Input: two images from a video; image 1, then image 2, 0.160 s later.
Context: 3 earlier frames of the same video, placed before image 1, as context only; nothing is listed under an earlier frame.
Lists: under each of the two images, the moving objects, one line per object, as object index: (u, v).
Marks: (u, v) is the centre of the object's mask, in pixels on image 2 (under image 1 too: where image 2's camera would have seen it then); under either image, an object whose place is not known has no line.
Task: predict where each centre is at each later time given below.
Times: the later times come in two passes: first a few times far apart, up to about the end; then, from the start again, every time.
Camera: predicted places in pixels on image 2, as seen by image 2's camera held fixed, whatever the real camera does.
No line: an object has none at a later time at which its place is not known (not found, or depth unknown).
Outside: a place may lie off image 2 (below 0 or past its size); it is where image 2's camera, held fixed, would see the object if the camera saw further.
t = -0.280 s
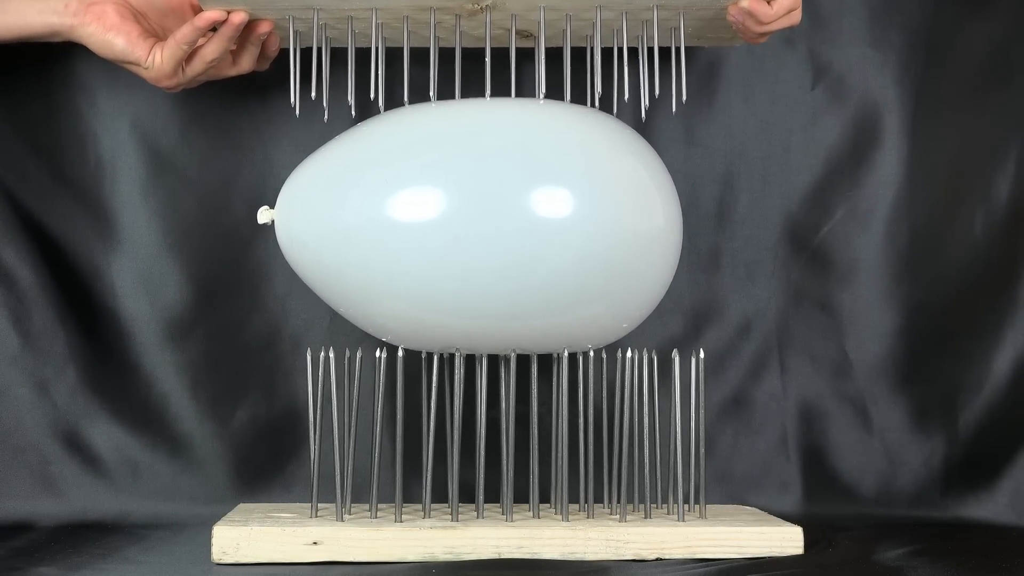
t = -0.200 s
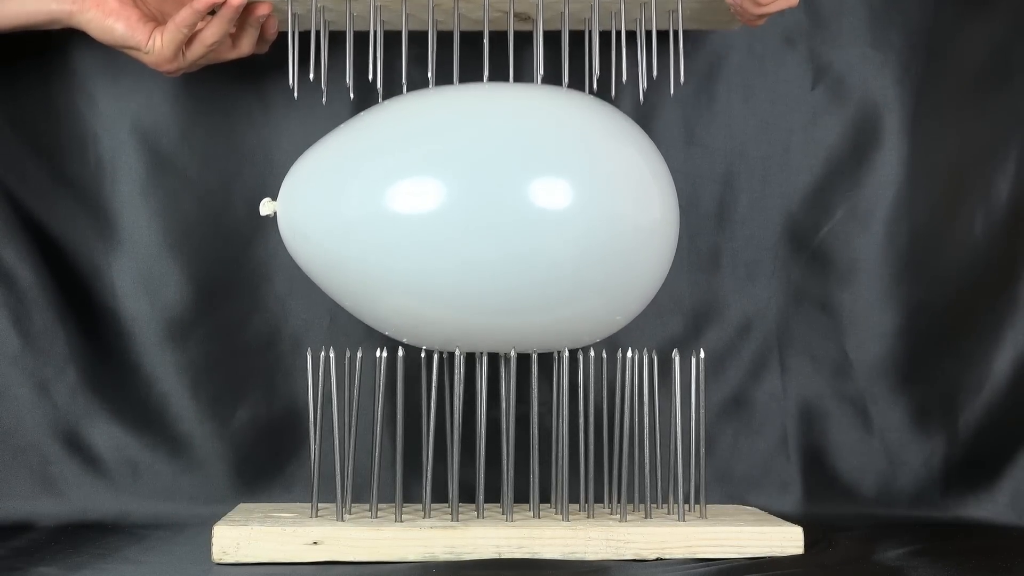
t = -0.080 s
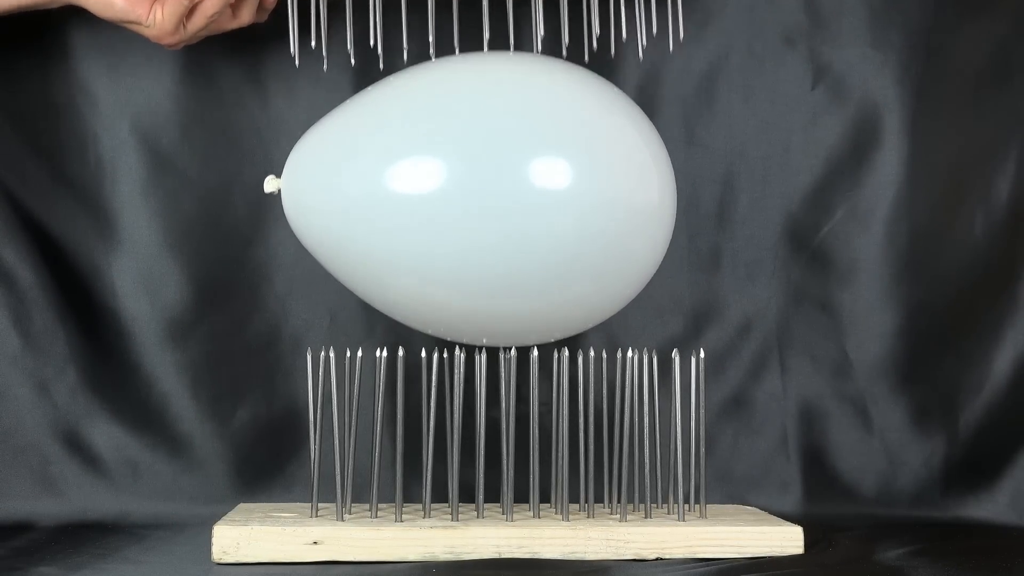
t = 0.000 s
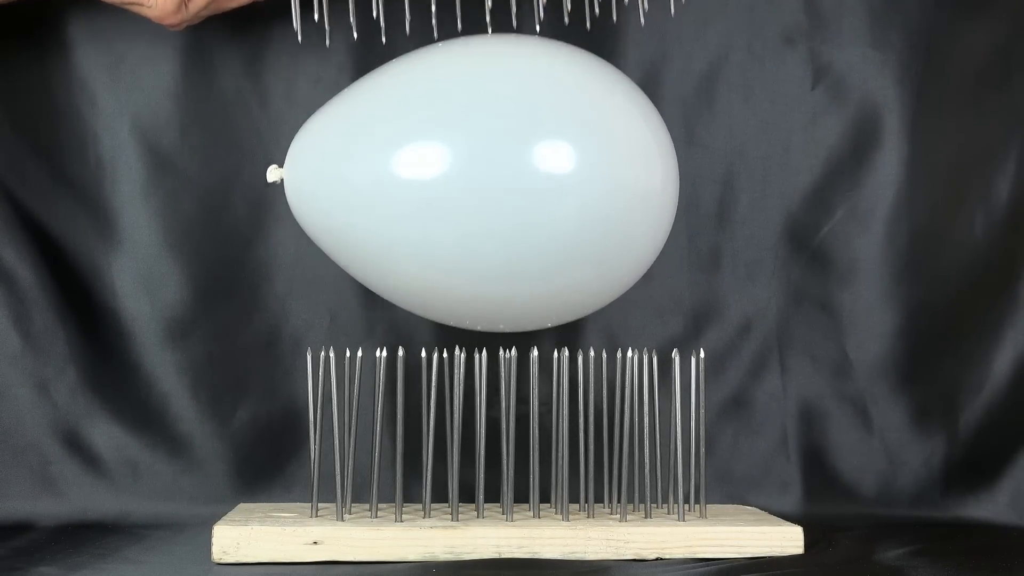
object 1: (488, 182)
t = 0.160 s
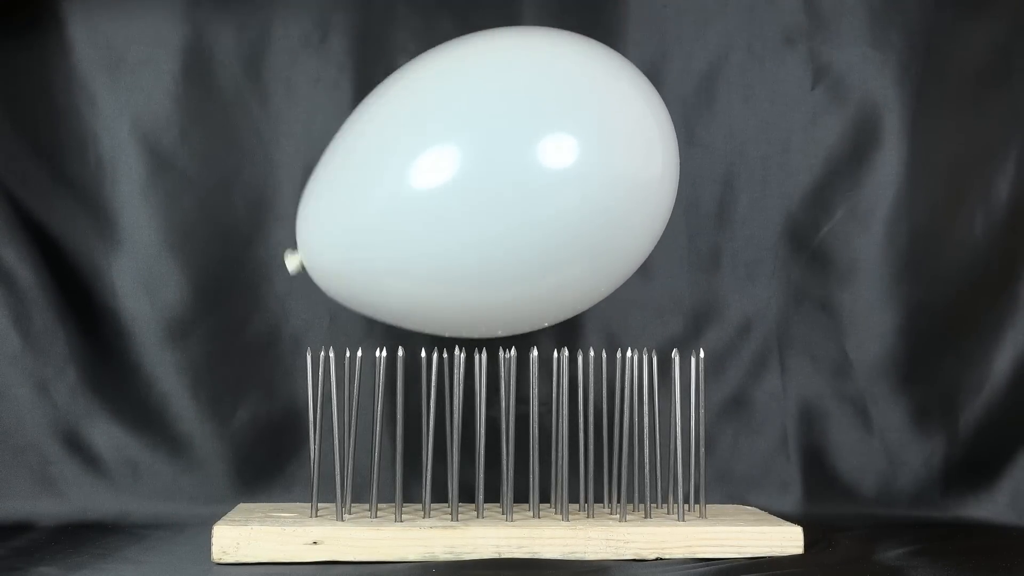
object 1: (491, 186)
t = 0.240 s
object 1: (492, 188)
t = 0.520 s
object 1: (494, 169)
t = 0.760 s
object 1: (509, 174)
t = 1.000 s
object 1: (543, 185)
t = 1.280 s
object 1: (588, 196)
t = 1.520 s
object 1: (612, 198)
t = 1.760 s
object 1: (602, 199)
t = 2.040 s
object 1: (573, 193)
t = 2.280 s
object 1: (545, 187)
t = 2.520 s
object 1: (532, 182)
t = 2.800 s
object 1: (537, 184)
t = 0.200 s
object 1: (492, 194)
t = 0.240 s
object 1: (492, 188)
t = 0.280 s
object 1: (493, 179)
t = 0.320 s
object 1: (493, 174)
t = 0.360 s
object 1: (493, 171)
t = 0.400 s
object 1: (492, 172)
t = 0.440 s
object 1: (492, 173)
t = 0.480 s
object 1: (493, 170)
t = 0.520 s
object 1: (494, 169)
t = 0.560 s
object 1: (495, 170)
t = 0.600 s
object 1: (497, 169)
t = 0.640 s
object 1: (499, 171)
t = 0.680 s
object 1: (502, 172)
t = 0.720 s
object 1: (505, 173)
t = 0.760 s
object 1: (509, 174)
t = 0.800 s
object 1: (514, 176)
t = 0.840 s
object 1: (519, 177)
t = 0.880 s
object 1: (524, 179)
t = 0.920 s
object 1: (530, 181)
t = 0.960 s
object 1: (536, 183)
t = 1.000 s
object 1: (543, 185)
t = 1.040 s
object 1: (549, 187)
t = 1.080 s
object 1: (556, 189)
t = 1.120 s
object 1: (562, 191)
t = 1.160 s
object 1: (569, 193)
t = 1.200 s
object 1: (576, 194)
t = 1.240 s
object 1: (583, 194)
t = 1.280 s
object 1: (588, 196)
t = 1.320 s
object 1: (594, 196)
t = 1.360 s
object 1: (599, 197)
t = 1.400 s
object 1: (603, 198)
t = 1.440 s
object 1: (607, 198)
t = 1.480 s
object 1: (610, 198)
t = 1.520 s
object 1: (612, 198)
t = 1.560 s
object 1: (613, 198)
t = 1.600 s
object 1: (613, 199)
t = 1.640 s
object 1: (612, 199)
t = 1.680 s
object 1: (609, 199)
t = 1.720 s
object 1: (605, 199)
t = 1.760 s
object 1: (602, 199)
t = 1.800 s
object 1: (598, 198)
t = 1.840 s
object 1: (594, 197)
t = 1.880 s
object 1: (591, 197)
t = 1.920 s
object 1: (586, 196)
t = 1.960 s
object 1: (581, 195)
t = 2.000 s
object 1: (577, 194)
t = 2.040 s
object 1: (573, 193)
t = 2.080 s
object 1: (568, 192)
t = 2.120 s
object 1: (563, 191)
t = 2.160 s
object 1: (558, 191)
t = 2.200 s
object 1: (554, 189)
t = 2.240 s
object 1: (549, 188)
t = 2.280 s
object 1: (545, 187)
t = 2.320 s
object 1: (542, 186)
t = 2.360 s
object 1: (540, 185)
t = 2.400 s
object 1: (537, 184)
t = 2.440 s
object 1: (535, 183)
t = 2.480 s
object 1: (533, 182)
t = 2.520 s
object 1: (532, 182)
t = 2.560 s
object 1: (531, 182)
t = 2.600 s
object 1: (531, 182)
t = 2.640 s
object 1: (531, 182)
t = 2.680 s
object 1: (533, 182)
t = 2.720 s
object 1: (534, 183)
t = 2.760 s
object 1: (536, 183)
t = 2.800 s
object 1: (537, 184)
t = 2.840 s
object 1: (540, 185)
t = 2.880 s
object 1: (542, 186)
